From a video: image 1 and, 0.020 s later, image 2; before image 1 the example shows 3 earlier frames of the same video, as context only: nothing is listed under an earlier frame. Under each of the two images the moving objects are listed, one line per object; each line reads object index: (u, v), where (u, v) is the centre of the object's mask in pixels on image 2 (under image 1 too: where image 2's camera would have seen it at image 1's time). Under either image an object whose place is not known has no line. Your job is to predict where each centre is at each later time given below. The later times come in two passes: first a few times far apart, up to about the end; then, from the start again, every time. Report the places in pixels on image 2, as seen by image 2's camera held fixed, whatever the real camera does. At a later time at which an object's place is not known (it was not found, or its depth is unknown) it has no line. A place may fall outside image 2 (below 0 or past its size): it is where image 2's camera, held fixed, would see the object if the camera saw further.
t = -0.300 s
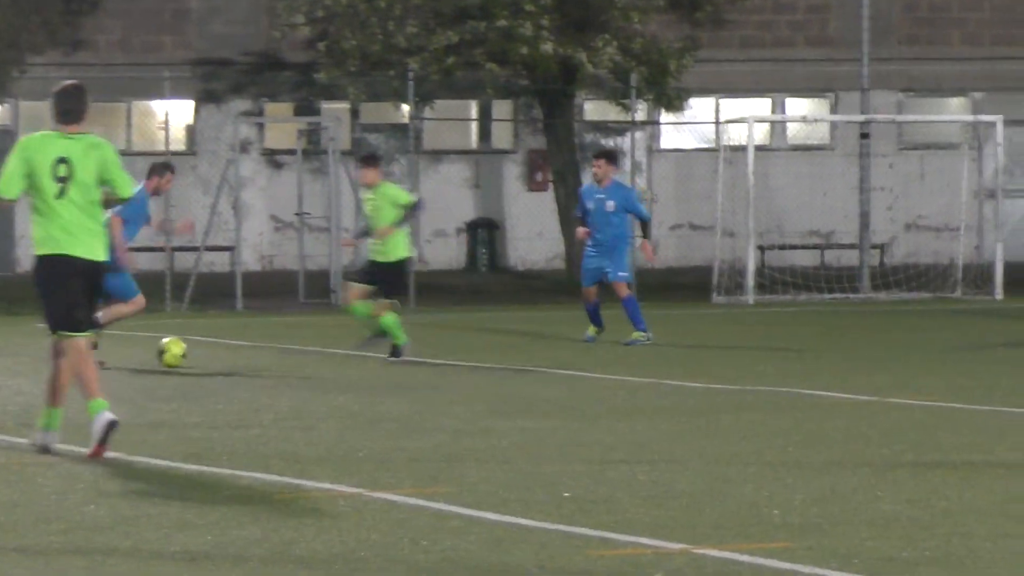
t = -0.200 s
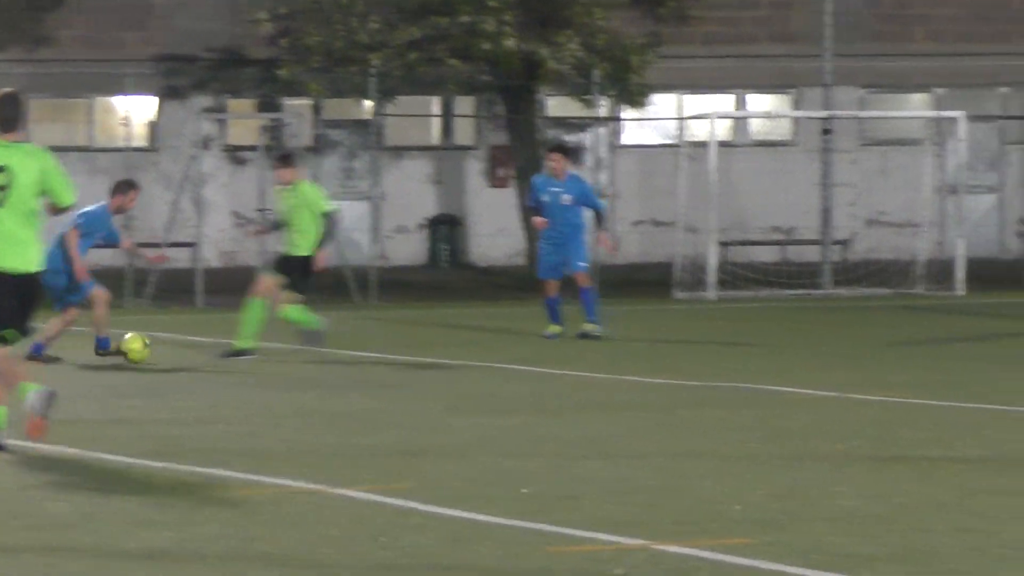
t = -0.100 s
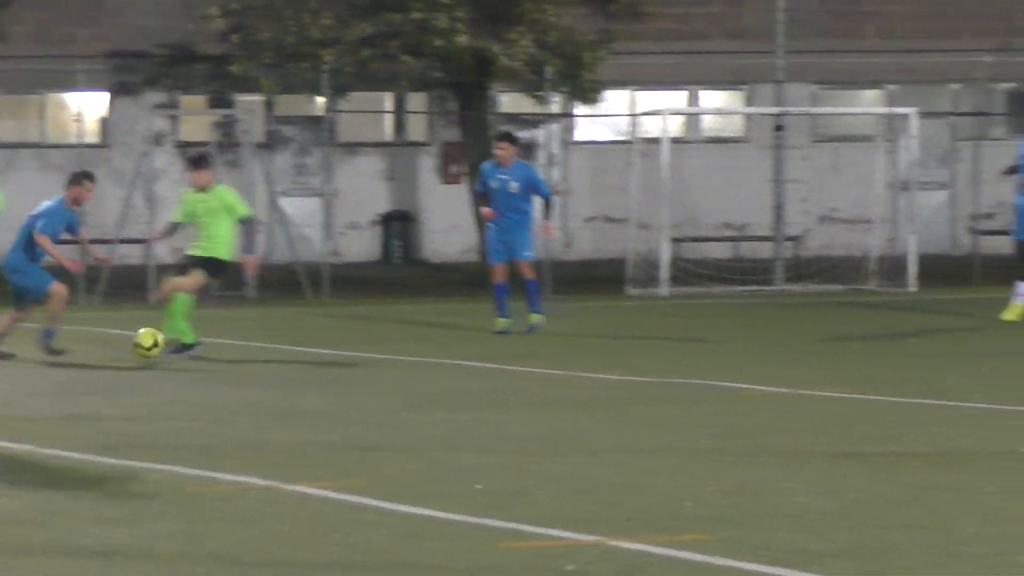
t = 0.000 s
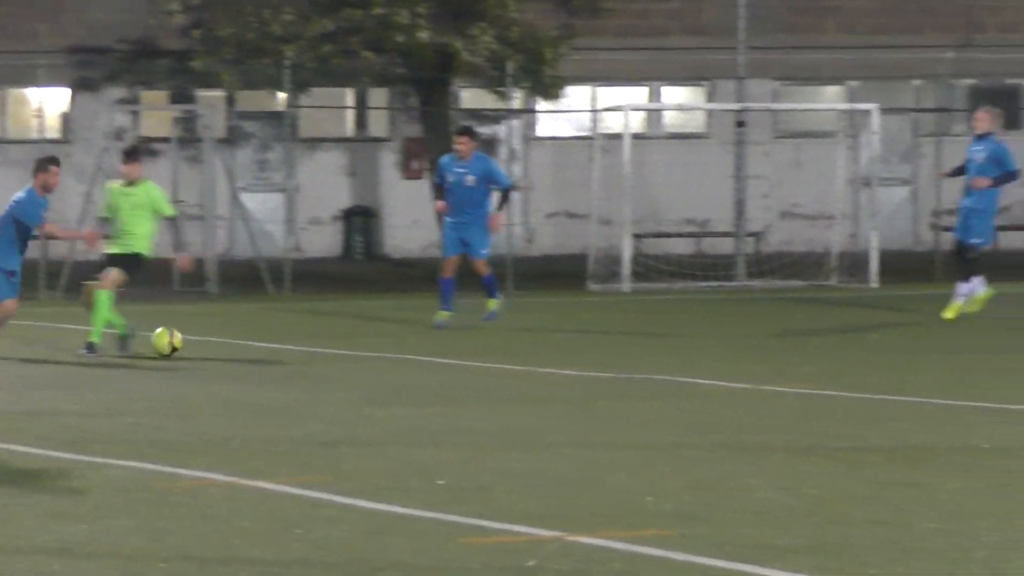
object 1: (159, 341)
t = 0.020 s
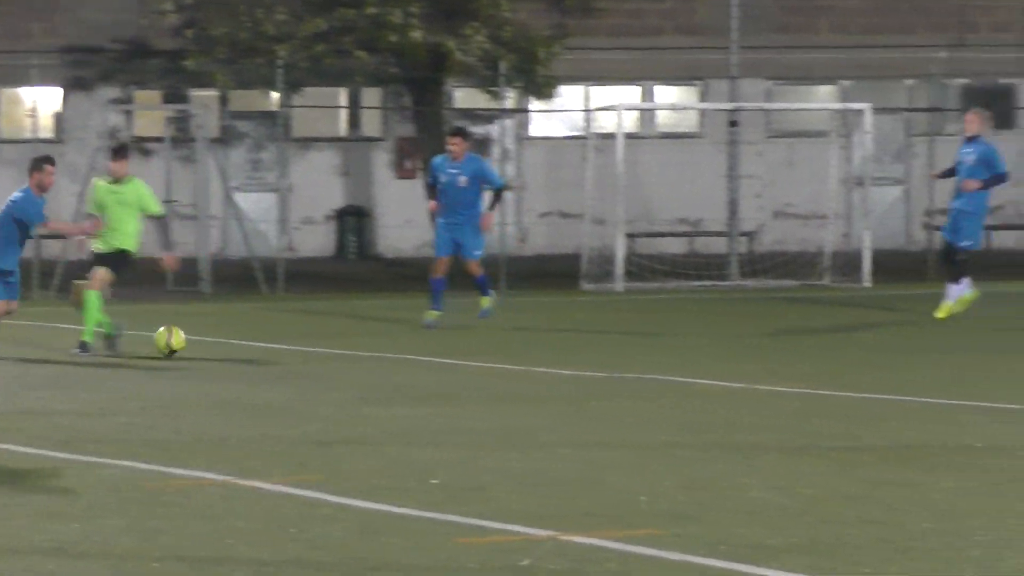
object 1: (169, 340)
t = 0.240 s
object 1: (270, 346)
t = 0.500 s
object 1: (356, 349)
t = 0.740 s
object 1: (434, 353)
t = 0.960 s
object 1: (504, 356)
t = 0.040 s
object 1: (179, 341)
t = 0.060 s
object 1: (190, 341)
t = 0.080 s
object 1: (200, 342)
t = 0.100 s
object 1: (210, 343)
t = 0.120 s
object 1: (220, 345)
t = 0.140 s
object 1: (228, 344)
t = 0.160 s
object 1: (237, 343)
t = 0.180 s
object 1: (245, 343)
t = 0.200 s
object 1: (253, 343)
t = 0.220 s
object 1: (262, 344)
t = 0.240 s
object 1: (270, 346)
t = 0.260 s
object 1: (278, 347)
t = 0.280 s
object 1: (284, 347)
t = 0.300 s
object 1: (291, 346)
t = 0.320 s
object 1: (298, 345)
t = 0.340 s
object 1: (304, 345)
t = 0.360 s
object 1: (310, 346)
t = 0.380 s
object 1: (318, 348)
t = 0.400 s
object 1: (324, 349)
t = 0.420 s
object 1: (331, 349)
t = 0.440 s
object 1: (337, 348)
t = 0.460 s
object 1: (344, 348)
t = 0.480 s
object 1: (350, 349)
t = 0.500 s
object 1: (356, 349)
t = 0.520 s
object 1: (363, 350)
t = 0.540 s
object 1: (369, 351)
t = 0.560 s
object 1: (375, 350)
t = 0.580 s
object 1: (382, 350)
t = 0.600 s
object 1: (388, 351)
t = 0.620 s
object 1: (394, 351)
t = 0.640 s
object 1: (401, 351)
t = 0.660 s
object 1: (407, 351)
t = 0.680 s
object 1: (414, 350)
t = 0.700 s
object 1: (420, 351)
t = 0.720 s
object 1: (427, 352)
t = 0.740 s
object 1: (434, 353)
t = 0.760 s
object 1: (440, 353)
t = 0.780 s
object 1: (446, 352)
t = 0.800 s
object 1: (453, 352)
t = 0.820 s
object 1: (459, 353)
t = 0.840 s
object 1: (465, 354)
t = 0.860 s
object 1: (472, 354)
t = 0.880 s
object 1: (478, 354)
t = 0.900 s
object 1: (485, 355)
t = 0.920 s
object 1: (491, 355)
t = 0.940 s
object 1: (498, 356)
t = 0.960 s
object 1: (504, 356)
